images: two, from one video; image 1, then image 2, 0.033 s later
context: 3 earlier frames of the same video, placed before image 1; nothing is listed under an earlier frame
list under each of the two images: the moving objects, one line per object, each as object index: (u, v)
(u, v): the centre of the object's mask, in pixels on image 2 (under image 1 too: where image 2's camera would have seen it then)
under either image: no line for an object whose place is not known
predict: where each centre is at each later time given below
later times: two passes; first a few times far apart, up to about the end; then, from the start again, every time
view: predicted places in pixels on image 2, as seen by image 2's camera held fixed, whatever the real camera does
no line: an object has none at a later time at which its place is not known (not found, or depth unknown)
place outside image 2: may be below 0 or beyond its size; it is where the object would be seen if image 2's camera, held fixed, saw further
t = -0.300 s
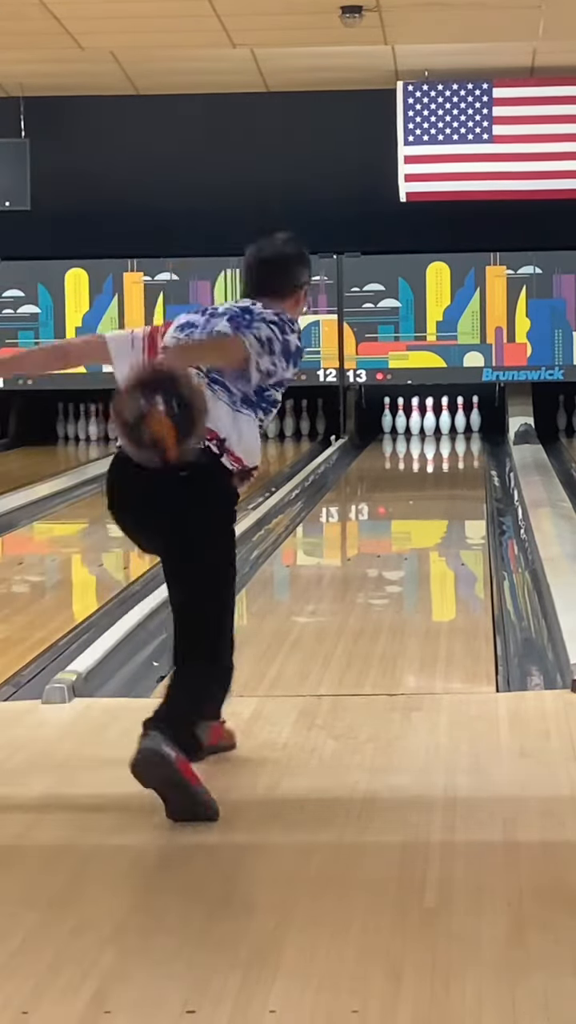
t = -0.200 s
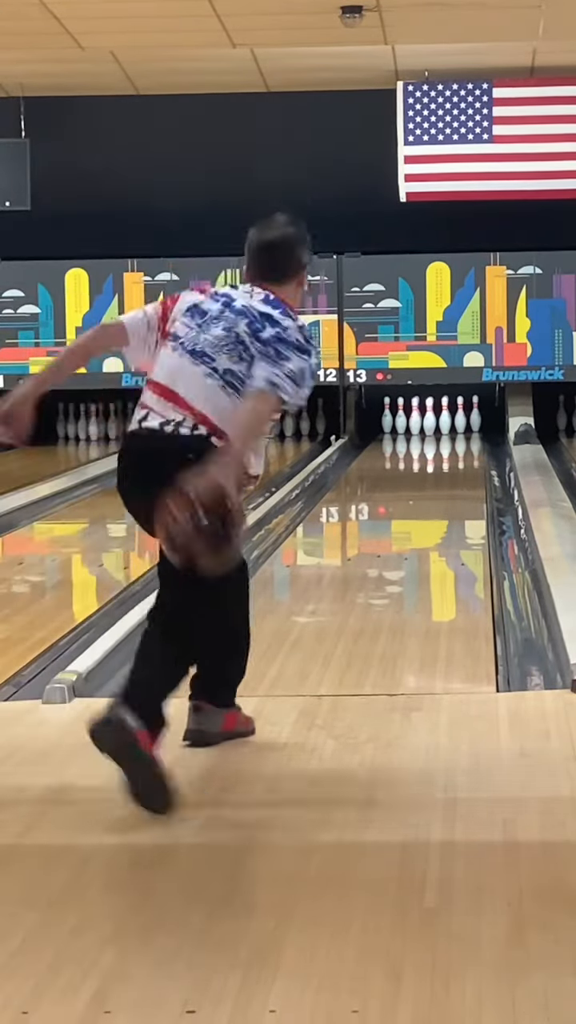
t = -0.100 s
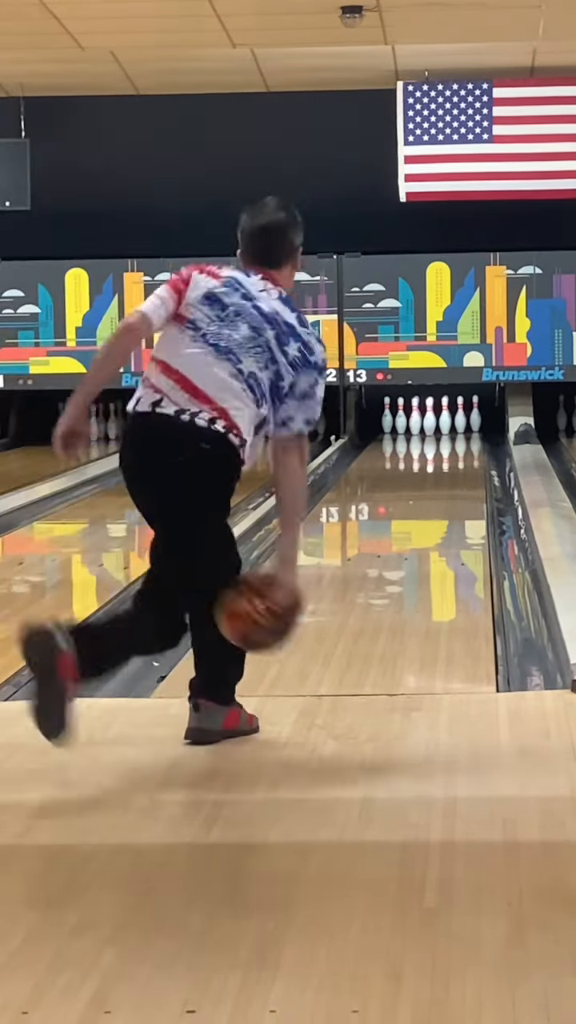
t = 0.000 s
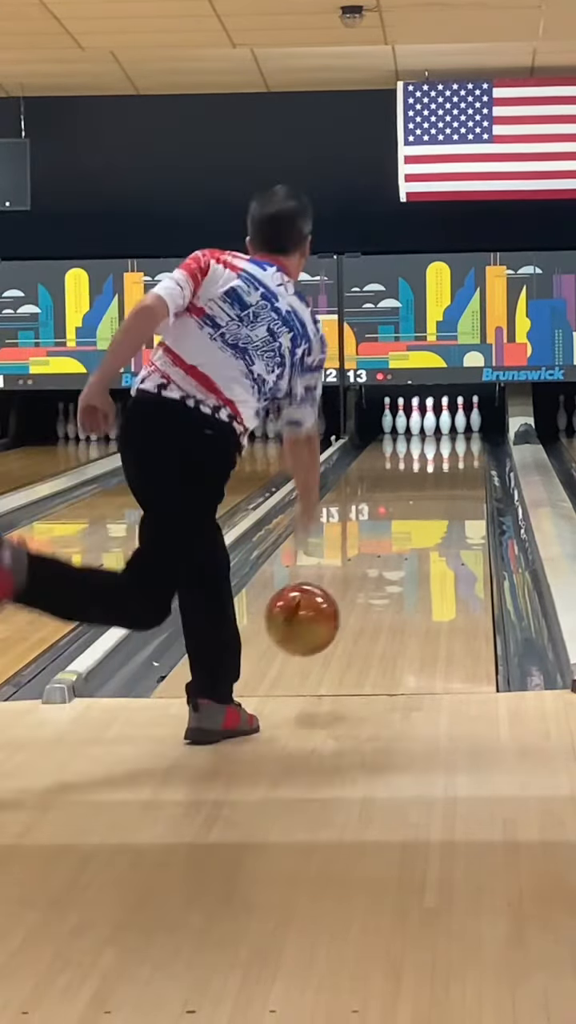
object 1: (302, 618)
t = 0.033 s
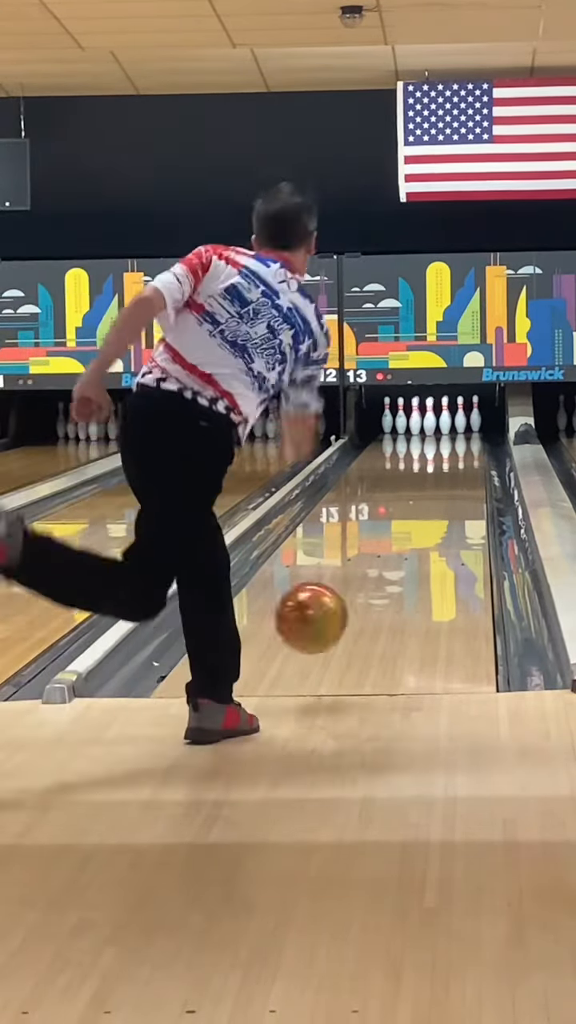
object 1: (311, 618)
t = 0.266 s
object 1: (359, 606)
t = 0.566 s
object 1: (397, 555)
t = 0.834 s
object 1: (418, 523)
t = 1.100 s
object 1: (432, 499)
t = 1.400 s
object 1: (444, 479)
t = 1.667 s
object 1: (448, 465)
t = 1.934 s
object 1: (450, 452)
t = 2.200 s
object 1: (450, 442)
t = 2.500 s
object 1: (446, 434)
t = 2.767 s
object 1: (437, 427)
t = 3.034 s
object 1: (439, 424)
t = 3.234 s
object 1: (436, 422)
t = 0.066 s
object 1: (319, 621)
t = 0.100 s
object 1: (327, 628)
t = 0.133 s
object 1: (335, 635)
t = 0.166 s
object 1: (341, 627)
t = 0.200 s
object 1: (348, 617)
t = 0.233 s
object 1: (354, 609)
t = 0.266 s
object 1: (359, 606)
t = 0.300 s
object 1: (365, 600)
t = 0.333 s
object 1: (370, 595)
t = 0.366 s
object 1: (375, 587)
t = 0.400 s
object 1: (379, 581)
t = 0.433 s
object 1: (383, 576)
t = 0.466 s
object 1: (387, 570)
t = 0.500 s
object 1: (390, 564)
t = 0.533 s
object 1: (394, 560)
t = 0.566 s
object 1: (397, 555)
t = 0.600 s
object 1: (400, 550)
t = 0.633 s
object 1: (403, 546)
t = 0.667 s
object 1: (406, 542)
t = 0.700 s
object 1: (408, 537)
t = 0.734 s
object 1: (411, 534)
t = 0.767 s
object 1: (414, 530)
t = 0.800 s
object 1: (416, 526)
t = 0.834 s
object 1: (418, 523)
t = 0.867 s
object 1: (420, 520)
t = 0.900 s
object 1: (422, 517)
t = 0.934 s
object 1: (424, 515)
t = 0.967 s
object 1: (427, 511)
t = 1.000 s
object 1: (428, 508)
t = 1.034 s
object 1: (430, 504)
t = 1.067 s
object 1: (431, 503)
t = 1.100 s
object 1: (432, 499)
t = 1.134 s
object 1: (434, 496)
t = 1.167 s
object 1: (434, 494)
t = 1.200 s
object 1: (437, 492)
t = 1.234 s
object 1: (437, 490)
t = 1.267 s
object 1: (439, 488)
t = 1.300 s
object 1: (440, 485)
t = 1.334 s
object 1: (442, 483)
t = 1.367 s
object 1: (445, 481)
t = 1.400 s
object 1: (444, 479)
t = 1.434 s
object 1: (443, 476)
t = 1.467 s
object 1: (444, 475)
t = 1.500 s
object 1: (445, 473)
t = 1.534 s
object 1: (446, 471)
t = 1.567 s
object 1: (446, 468)
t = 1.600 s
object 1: (446, 467)
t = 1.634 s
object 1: (447, 466)
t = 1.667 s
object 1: (448, 465)
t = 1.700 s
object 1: (449, 463)
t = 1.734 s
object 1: (449, 461)
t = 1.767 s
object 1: (449, 459)
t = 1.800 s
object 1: (449, 458)
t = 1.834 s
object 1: (450, 457)
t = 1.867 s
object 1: (450, 455)
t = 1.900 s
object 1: (450, 454)
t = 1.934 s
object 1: (450, 452)
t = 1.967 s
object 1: (451, 451)
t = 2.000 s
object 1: (451, 449)
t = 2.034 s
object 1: (451, 448)
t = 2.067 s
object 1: (451, 447)
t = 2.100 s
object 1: (451, 446)
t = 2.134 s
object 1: (451, 445)
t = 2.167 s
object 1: (450, 443)
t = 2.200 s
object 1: (450, 442)
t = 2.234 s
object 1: (450, 441)
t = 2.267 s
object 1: (449, 440)
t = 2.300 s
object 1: (449, 439)
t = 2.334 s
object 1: (448, 438)
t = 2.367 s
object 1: (448, 437)
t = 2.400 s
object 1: (447, 436)
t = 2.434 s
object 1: (447, 435)
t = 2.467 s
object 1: (446, 435)
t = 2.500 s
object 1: (446, 434)
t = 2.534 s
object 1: (445, 433)
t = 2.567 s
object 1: (444, 432)
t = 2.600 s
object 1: (444, 432)
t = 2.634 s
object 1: (442, 431)
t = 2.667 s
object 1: (441, 430)
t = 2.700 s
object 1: (440, 429)
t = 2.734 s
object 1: (439, 428)
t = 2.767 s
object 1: (437, 427)
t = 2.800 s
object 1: (436, 427)
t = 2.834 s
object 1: (437, 427)
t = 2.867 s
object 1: (438, 426)
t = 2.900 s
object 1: (437, 426)
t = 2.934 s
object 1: (437, 425)
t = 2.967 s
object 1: (438, 425)
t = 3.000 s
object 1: (439, 424)
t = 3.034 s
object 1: (439, 424)
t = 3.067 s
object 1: (438, 423)
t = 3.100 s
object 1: (436, 422)
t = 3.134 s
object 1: (436, 423)
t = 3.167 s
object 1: (438, 424)
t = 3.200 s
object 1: (437, 424)
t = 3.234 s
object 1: (436, 422)
